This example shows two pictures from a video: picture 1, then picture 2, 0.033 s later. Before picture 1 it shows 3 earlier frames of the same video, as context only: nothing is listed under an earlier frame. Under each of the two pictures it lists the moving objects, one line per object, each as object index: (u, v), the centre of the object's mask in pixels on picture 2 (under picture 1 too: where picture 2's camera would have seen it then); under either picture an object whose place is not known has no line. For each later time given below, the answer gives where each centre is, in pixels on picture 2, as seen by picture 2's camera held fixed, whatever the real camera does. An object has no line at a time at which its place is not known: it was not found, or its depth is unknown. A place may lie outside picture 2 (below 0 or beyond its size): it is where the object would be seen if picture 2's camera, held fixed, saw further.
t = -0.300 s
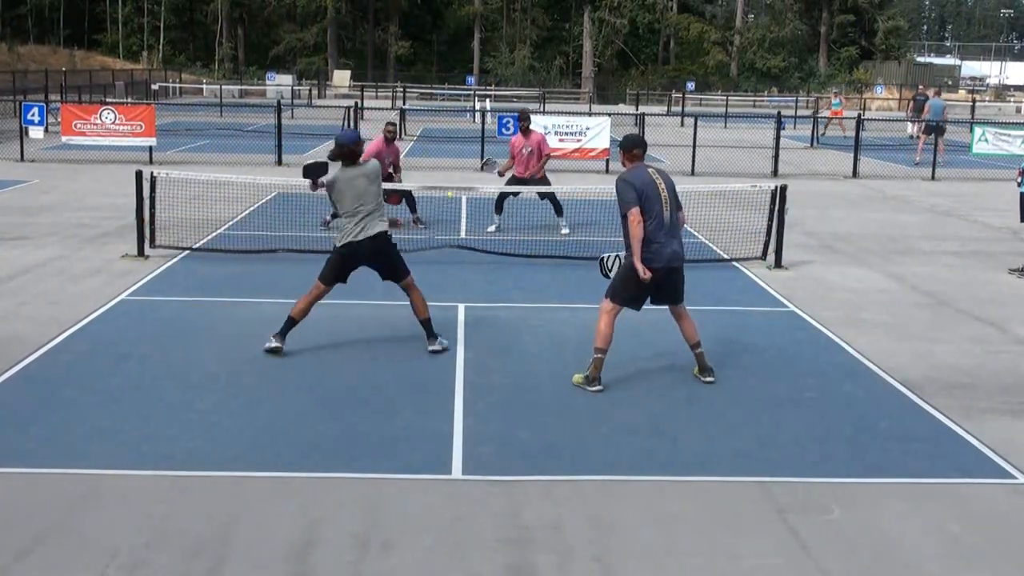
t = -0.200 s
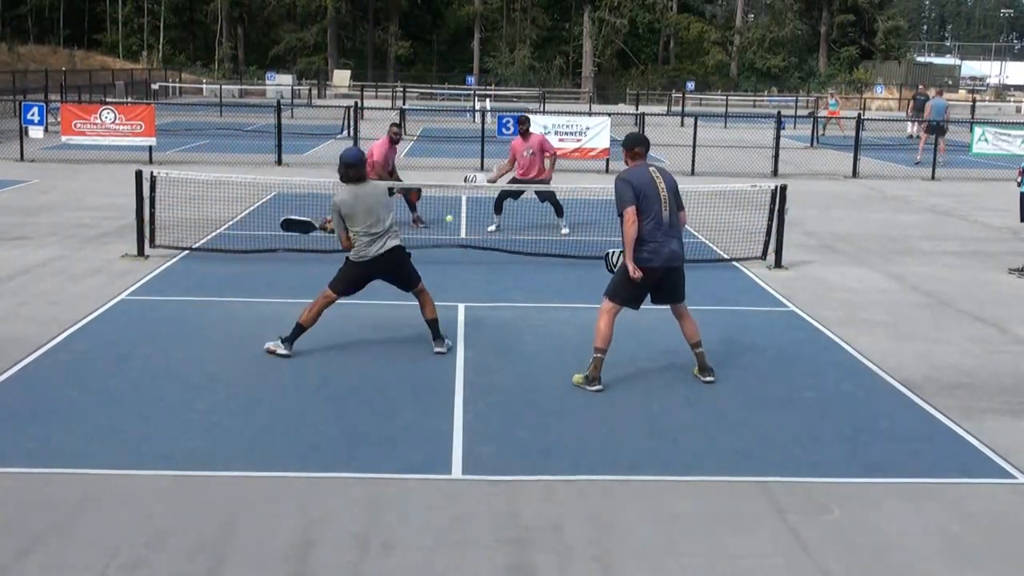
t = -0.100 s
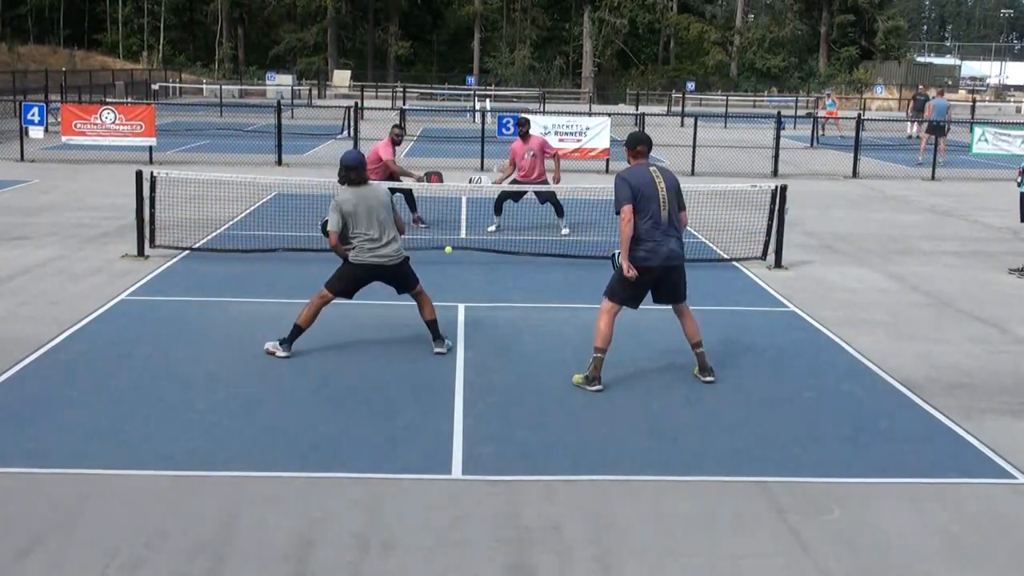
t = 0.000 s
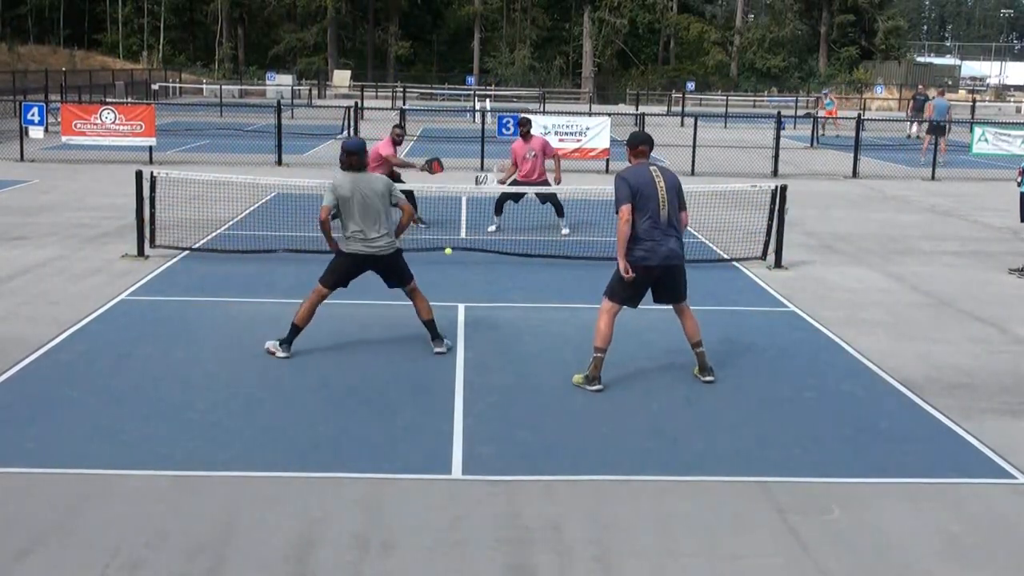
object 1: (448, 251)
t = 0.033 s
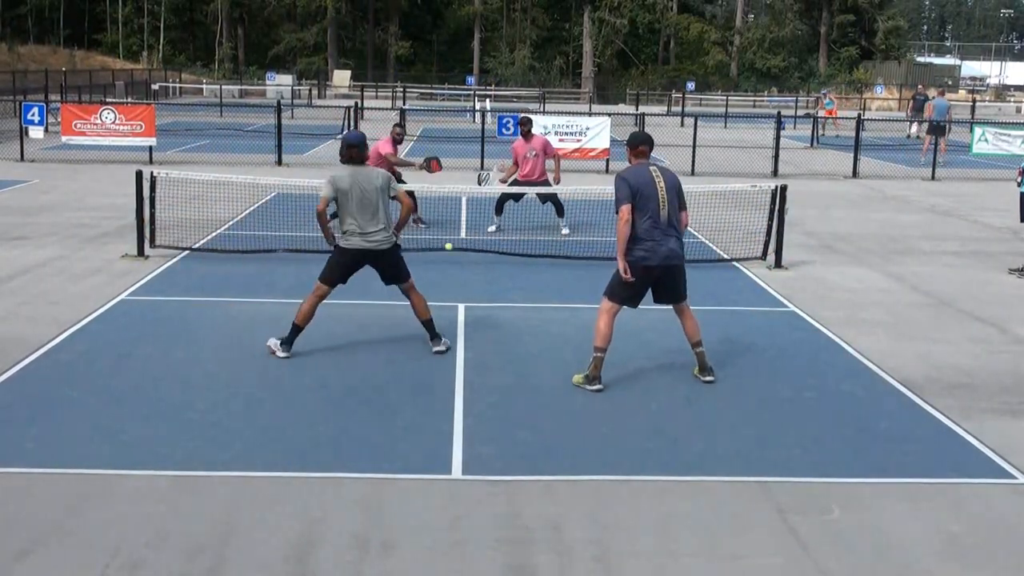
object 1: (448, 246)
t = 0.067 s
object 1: (449, 243)
